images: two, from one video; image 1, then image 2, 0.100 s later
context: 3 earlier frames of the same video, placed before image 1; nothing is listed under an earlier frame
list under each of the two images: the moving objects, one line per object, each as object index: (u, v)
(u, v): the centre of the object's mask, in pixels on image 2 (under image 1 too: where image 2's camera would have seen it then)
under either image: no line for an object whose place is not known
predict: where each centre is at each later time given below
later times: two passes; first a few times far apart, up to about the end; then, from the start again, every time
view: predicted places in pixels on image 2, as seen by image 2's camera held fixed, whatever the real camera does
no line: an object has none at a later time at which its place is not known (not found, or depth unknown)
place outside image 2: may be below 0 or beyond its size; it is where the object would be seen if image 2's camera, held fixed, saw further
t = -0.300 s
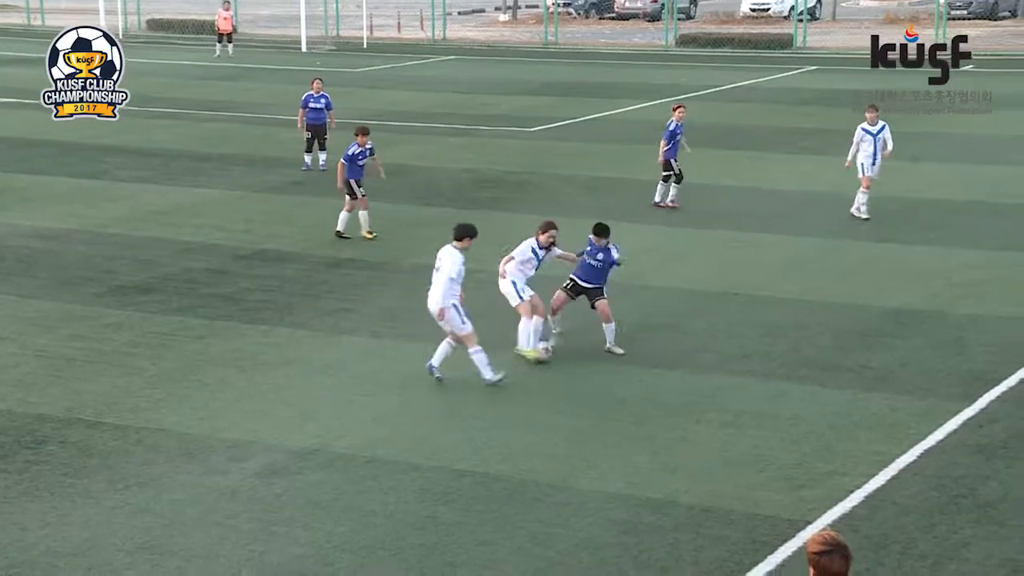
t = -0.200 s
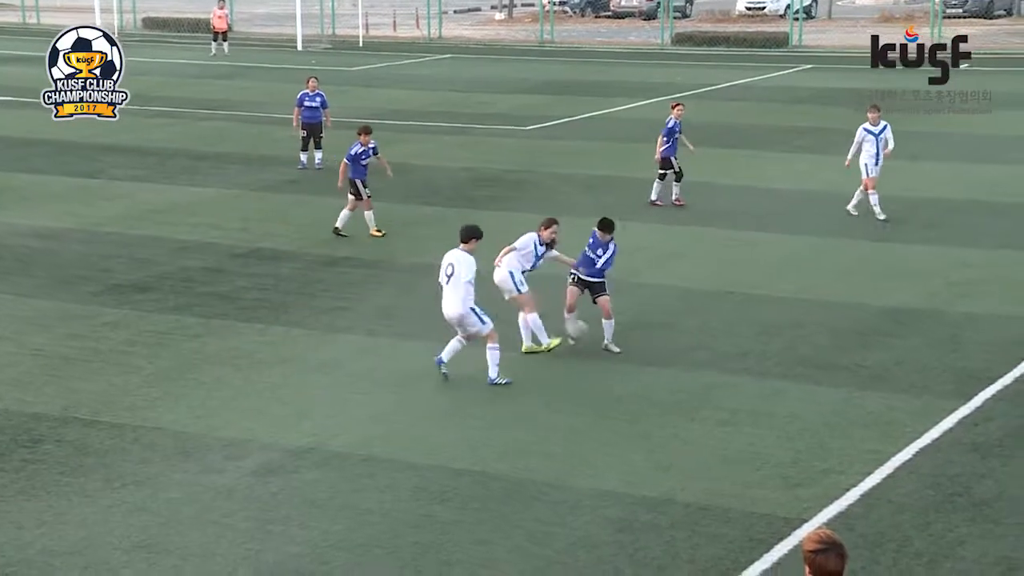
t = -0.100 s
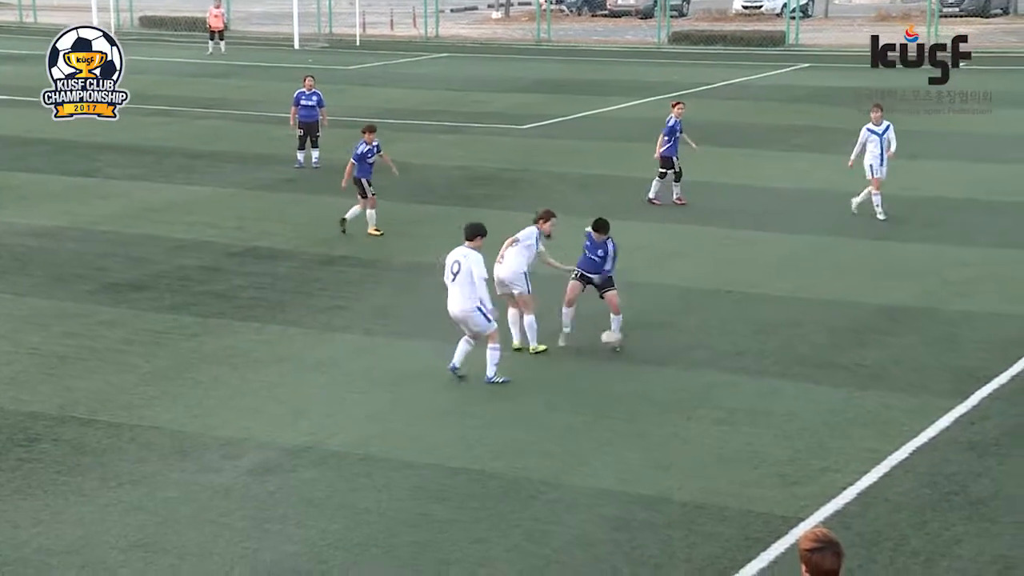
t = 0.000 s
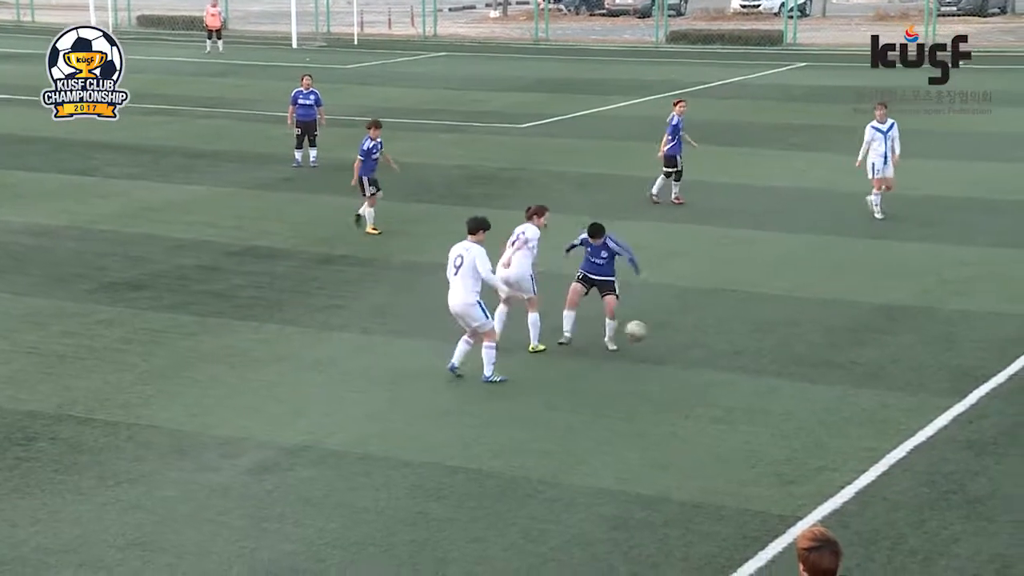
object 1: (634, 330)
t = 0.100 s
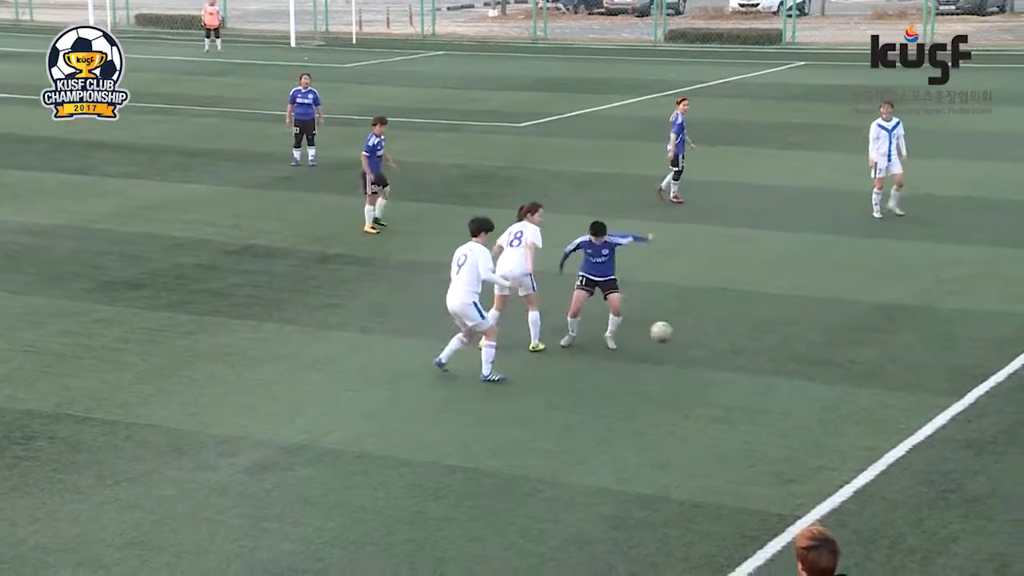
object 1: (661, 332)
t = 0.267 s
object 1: (708, 356)
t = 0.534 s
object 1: (766, 369)
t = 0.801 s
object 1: (827, 390)
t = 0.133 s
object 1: (670, 334)
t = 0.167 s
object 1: (680, 338)
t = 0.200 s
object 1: (689, 343)
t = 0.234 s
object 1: (698, 349)
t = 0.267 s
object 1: (708, 356)
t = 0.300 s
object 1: (716, 364)
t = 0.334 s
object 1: (724, 361)
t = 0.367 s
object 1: (730, 360)
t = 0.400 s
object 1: (737, 360)
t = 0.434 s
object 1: (744, 360)
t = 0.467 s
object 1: (751, 362)
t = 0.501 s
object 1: (758, 365)
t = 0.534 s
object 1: (766, 369)
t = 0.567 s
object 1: (773, 374)
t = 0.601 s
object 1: (780, 379)
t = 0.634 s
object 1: (787, 379)
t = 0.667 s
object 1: (795, 379)
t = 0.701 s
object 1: (803, 381)
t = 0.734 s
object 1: (812, 384)
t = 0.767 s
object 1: (819, 388)
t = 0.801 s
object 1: (827, 390)
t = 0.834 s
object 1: (835, 391)
